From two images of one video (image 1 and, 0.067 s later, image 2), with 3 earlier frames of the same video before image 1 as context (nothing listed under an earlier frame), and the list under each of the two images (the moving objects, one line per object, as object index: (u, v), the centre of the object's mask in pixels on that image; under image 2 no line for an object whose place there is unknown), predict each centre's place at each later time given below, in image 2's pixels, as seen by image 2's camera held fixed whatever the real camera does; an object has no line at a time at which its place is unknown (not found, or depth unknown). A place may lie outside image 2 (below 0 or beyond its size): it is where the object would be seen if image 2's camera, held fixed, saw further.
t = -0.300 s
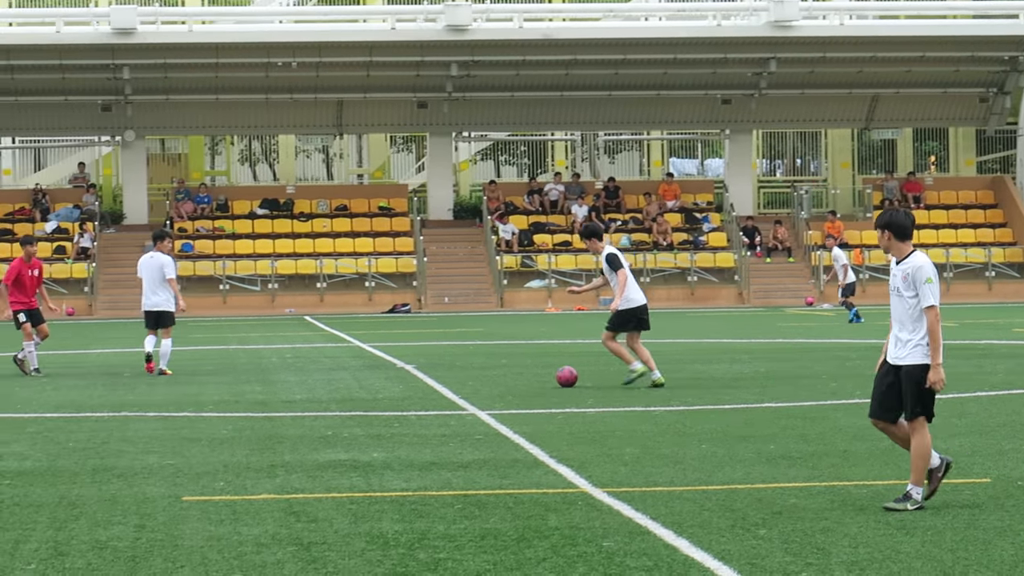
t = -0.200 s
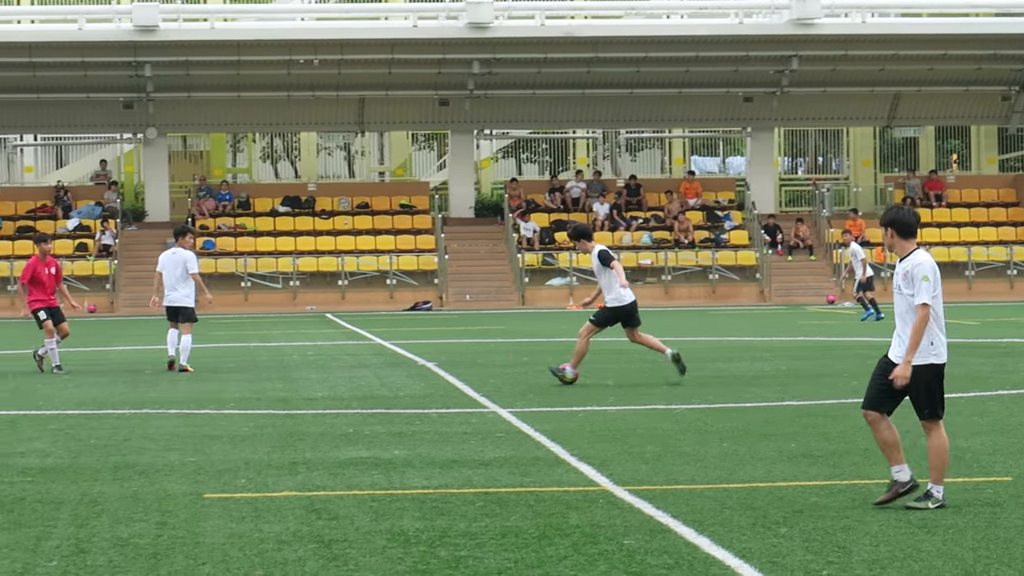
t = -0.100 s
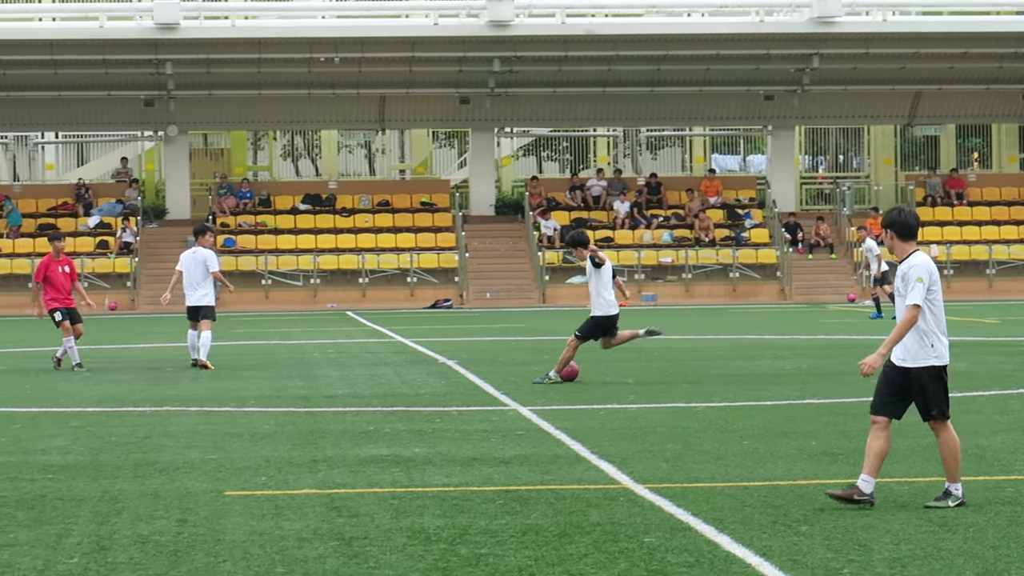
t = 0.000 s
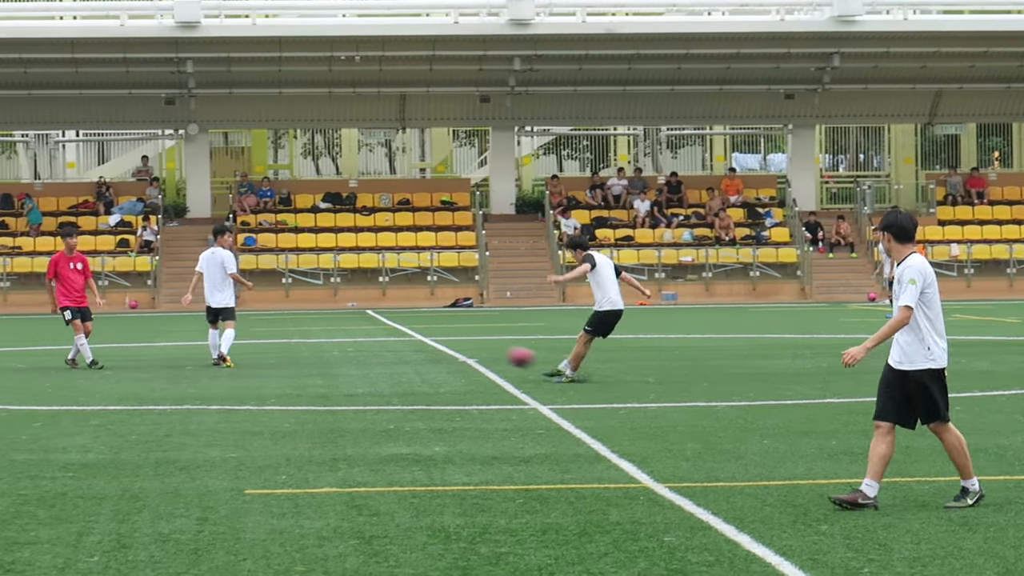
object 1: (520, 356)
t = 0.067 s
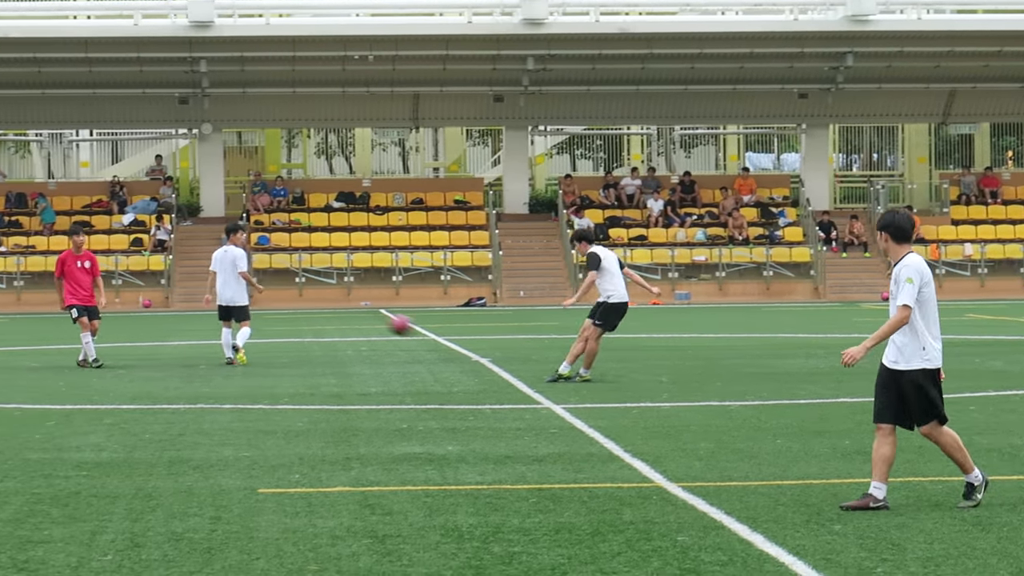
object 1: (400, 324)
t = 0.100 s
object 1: (335, 310)
